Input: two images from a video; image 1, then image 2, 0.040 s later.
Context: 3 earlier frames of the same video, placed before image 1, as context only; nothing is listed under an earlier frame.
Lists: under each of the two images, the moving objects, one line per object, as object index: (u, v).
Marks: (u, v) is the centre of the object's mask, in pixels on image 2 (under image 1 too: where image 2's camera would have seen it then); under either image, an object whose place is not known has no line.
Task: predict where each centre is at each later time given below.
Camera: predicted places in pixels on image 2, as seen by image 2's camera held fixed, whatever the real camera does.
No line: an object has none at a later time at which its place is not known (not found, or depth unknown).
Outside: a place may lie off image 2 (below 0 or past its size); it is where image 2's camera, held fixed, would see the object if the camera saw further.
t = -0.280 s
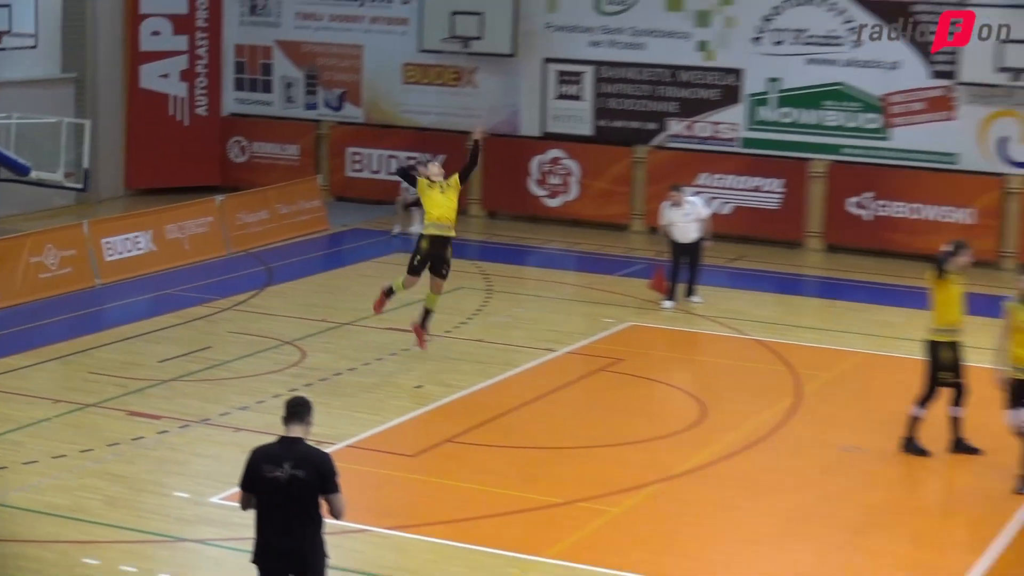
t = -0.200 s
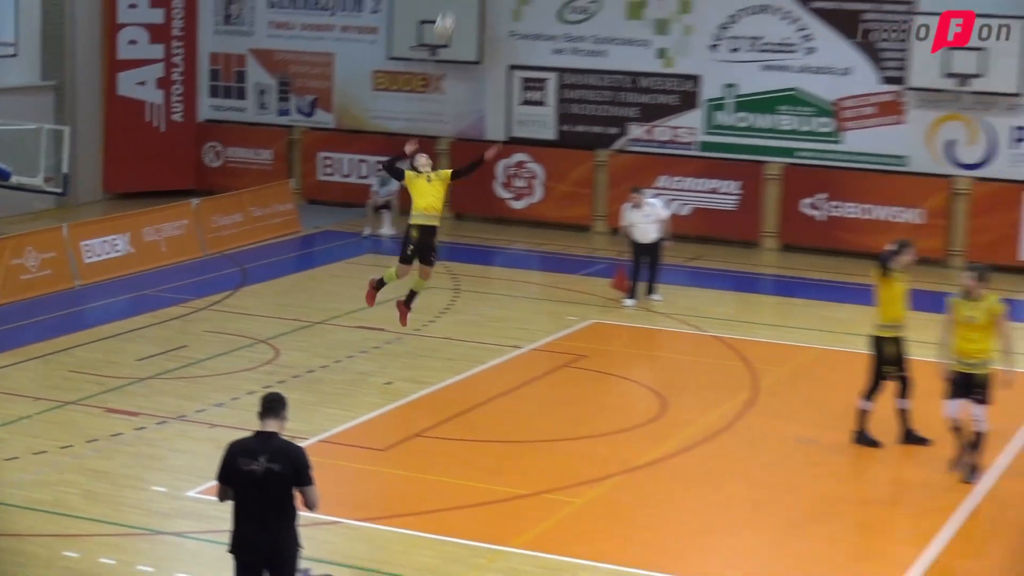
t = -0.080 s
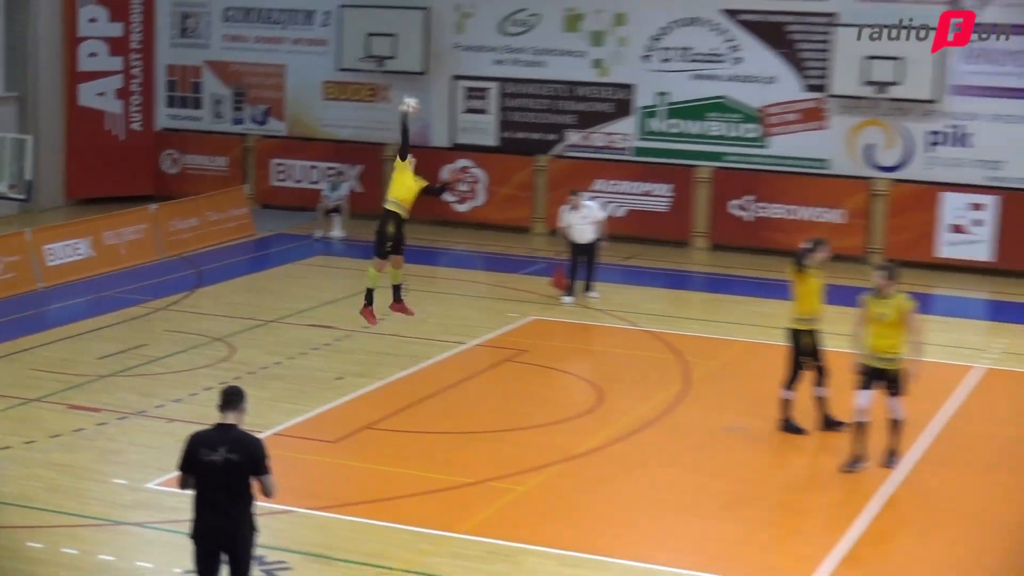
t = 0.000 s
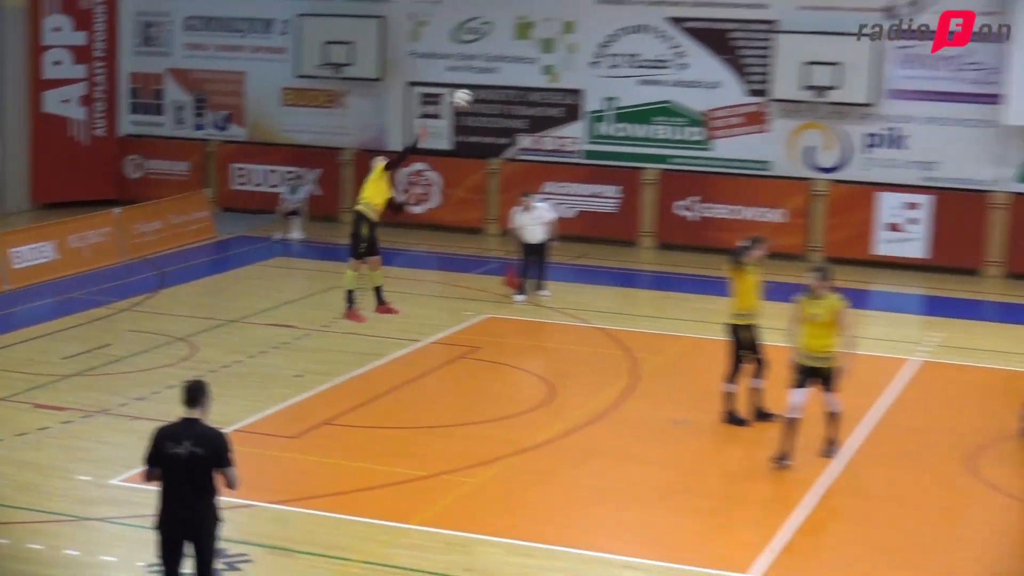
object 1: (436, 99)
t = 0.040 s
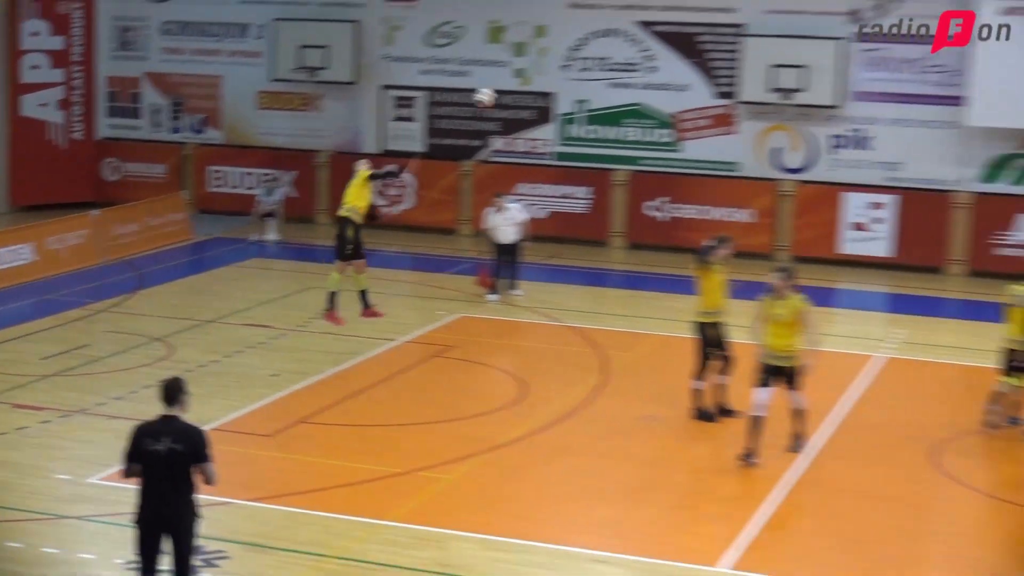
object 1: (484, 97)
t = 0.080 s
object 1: (535, 98)
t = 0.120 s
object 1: (587, 101)
